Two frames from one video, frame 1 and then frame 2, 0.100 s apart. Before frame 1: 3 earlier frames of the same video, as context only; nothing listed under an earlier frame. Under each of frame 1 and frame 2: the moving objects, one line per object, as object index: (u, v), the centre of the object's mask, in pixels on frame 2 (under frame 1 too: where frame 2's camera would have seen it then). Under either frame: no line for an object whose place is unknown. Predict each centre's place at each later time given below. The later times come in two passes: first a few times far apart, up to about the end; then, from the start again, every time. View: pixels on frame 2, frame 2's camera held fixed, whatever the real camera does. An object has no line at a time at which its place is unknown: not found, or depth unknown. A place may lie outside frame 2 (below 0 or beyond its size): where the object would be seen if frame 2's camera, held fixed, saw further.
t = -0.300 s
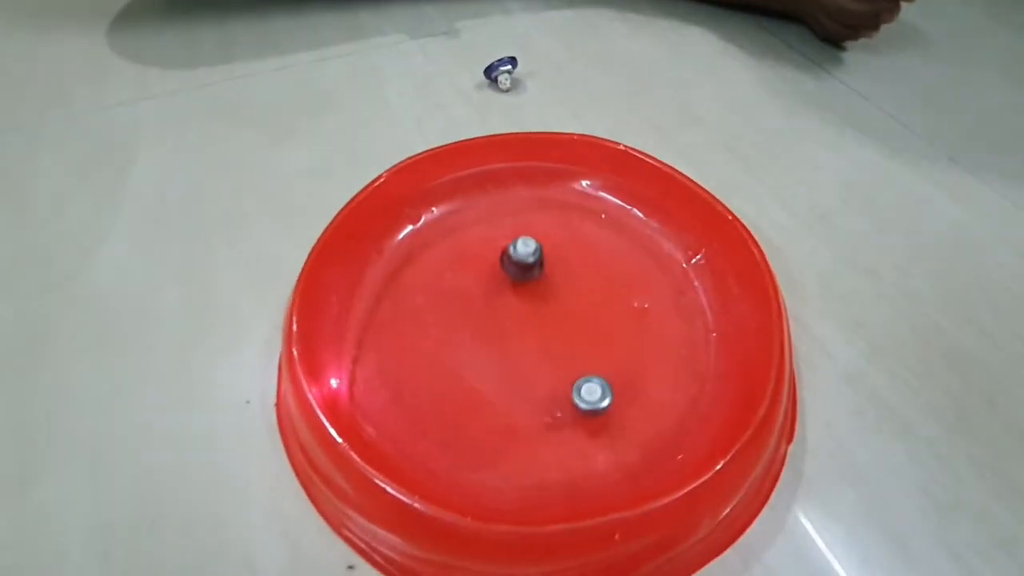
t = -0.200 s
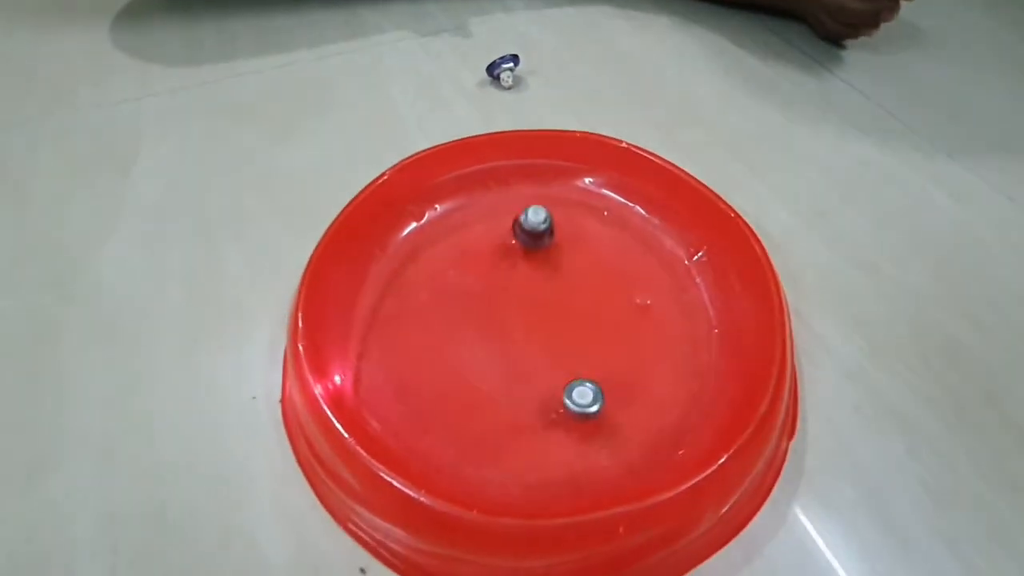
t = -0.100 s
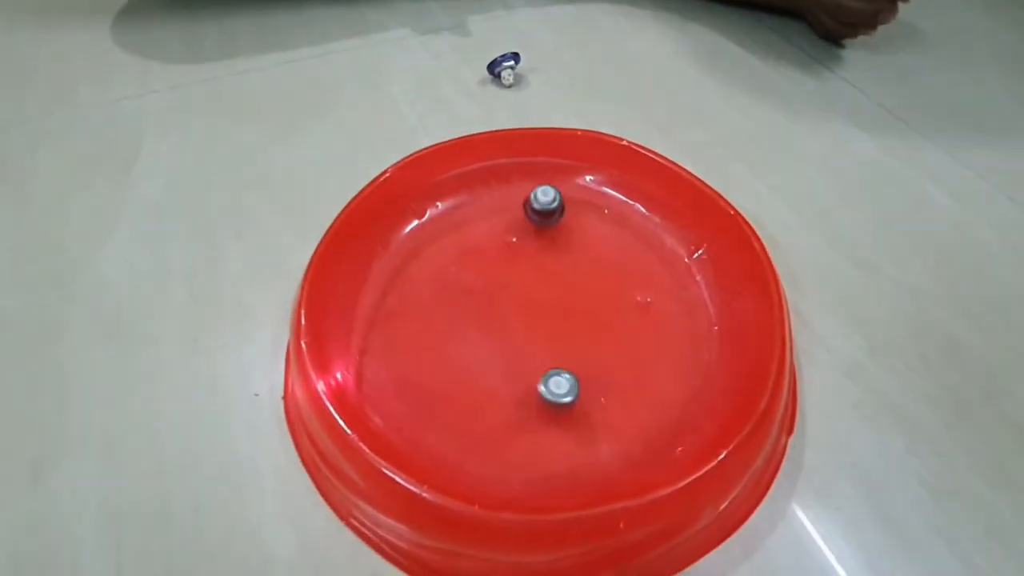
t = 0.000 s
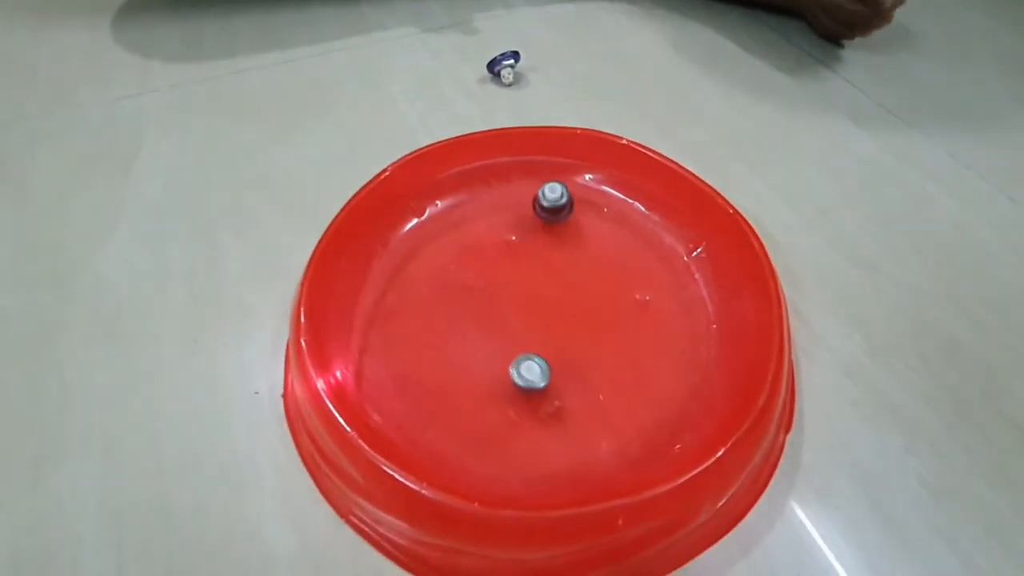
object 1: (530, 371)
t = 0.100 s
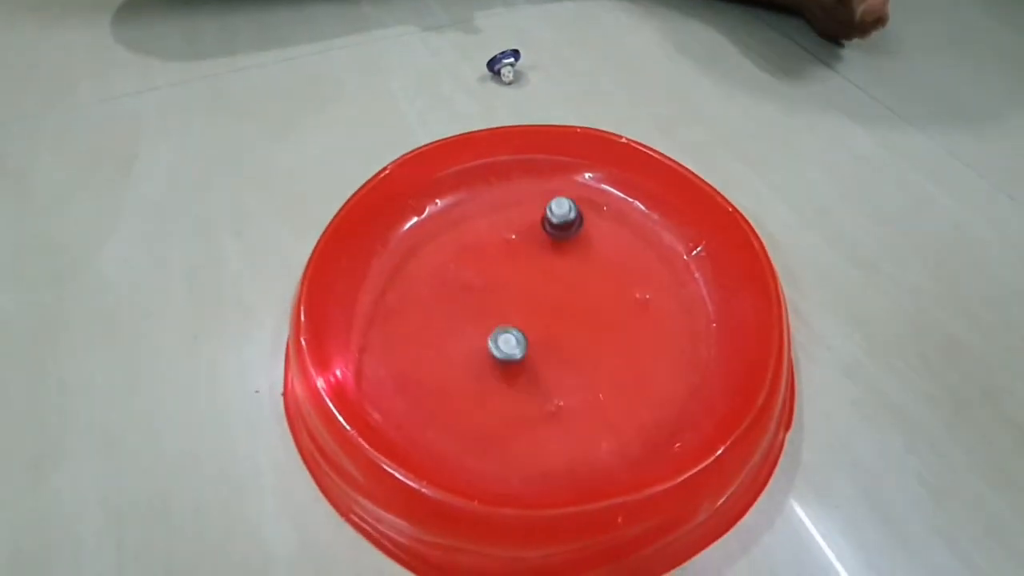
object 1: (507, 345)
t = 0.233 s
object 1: (496, 304)
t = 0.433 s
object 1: (503, 252)
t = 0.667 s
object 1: (528, 217)
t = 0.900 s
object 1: (547, 227)
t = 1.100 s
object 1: (557, 258)
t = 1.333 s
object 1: (606, 307)
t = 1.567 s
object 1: (638, 354)
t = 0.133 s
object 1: (503, 334)
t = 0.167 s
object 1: (500, 324)
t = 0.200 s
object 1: (498, 314)
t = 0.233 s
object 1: (496, 304)
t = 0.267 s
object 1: (496, 295)
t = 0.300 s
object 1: (497, 285)
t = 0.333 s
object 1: (497, 276)
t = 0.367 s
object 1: (499, 267)
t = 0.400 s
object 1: (501, 258)
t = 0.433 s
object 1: (503, 252)
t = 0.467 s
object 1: (505, 246)
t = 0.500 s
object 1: (508, 241)
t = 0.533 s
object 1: (513, 235)
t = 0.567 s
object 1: (519, 230)
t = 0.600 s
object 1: (524, 225)
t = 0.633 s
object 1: (527, 220)
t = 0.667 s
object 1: (528, 217)
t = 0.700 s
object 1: (530, 216)
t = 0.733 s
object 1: (532, 216)
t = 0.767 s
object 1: (535, 217)
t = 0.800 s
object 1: (538, 218)
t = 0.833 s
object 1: (541, 221)
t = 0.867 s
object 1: (544, 224)
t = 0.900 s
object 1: (547, 227)
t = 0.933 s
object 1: (550, 231)
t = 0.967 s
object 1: (554, 235)
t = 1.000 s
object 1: (556, 240)
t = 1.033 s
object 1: (556, 246)
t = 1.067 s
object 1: (557, 252)
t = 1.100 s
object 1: (557, 258)
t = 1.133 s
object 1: (558, 263)
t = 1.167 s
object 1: (559, 268)
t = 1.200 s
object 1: (560, 274)
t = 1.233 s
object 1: (575, 285)
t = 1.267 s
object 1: (586, 294)
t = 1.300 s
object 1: (597, 301)
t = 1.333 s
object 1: (606, 307)
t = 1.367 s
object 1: (617, 316)
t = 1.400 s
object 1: (625, 327)
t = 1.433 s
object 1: (631, 336)
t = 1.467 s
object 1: (636, 341)
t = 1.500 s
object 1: (638, 346)
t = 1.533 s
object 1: (639, 350)
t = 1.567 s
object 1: (638, 354)
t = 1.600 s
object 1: (635, 357)
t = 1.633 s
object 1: (631, 359)
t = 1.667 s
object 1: (625, 361)
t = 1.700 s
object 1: (618, 361)
